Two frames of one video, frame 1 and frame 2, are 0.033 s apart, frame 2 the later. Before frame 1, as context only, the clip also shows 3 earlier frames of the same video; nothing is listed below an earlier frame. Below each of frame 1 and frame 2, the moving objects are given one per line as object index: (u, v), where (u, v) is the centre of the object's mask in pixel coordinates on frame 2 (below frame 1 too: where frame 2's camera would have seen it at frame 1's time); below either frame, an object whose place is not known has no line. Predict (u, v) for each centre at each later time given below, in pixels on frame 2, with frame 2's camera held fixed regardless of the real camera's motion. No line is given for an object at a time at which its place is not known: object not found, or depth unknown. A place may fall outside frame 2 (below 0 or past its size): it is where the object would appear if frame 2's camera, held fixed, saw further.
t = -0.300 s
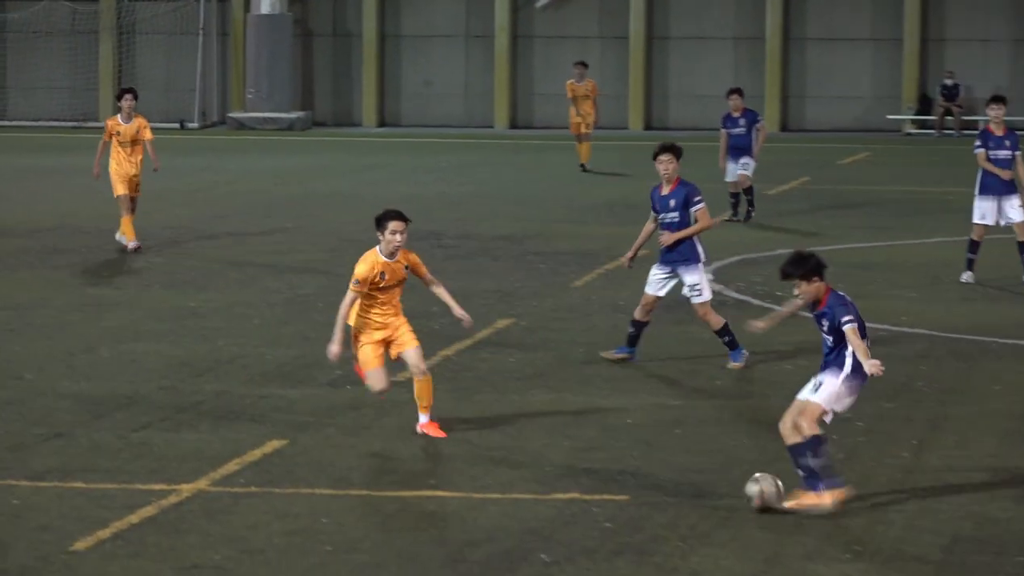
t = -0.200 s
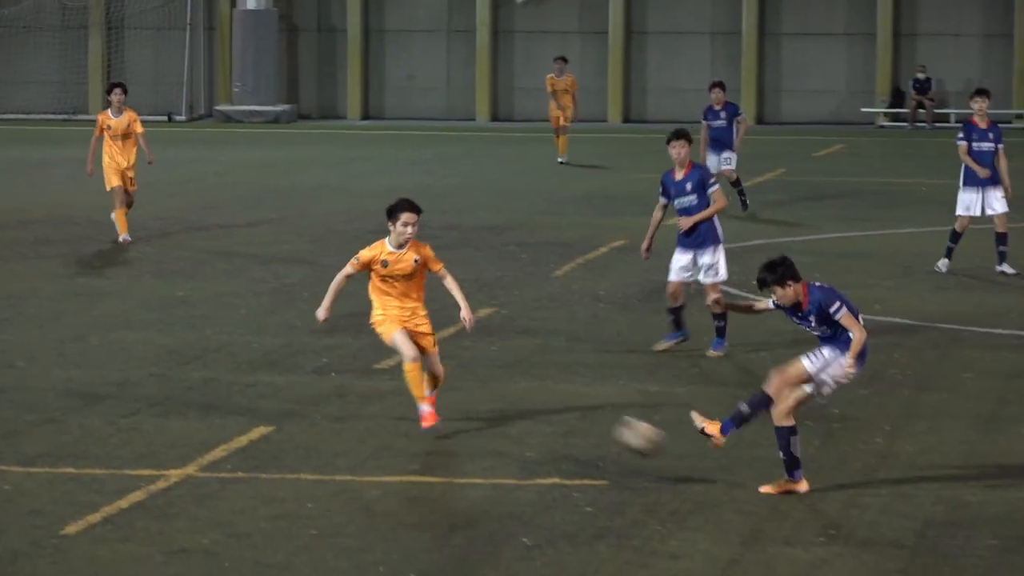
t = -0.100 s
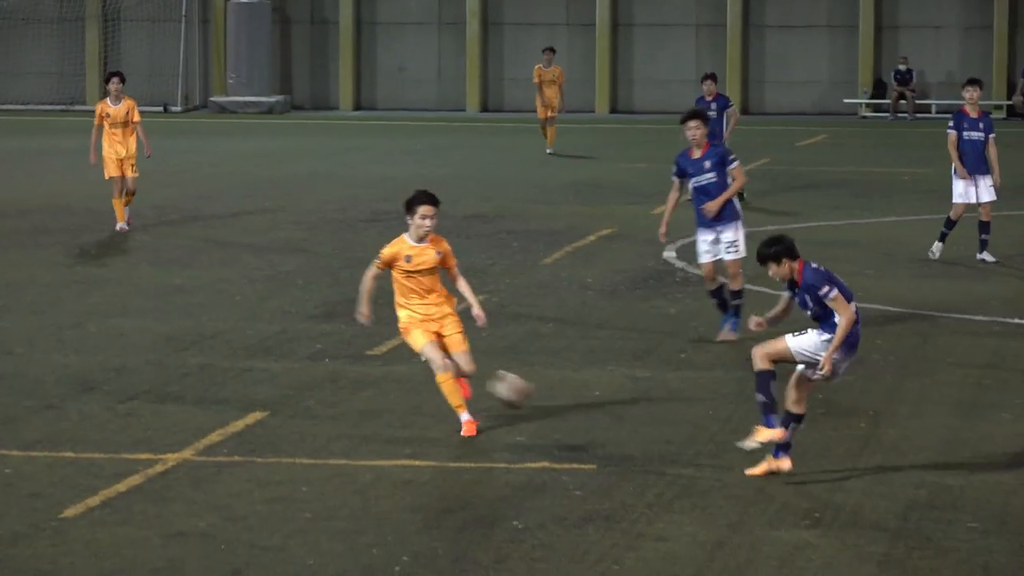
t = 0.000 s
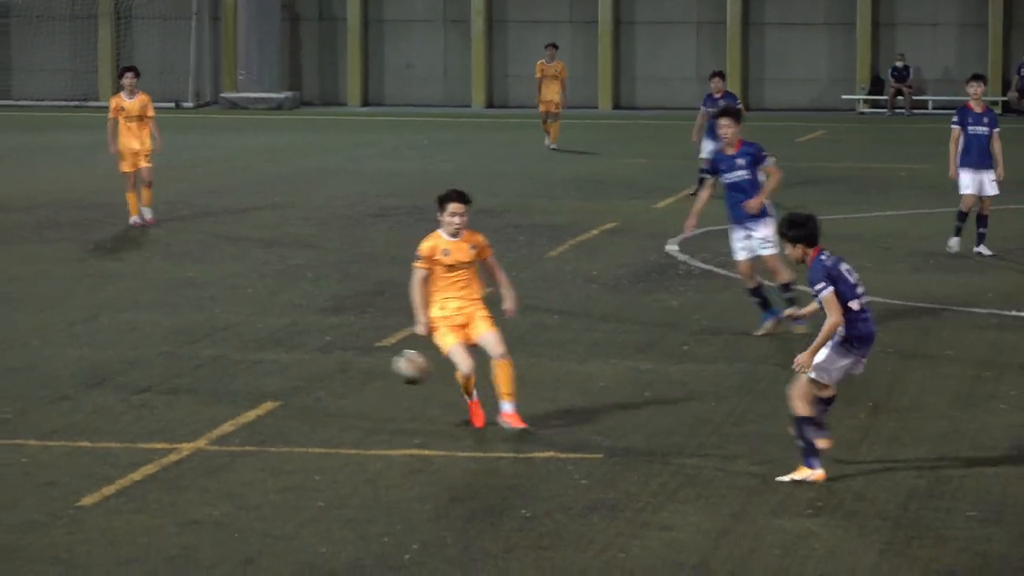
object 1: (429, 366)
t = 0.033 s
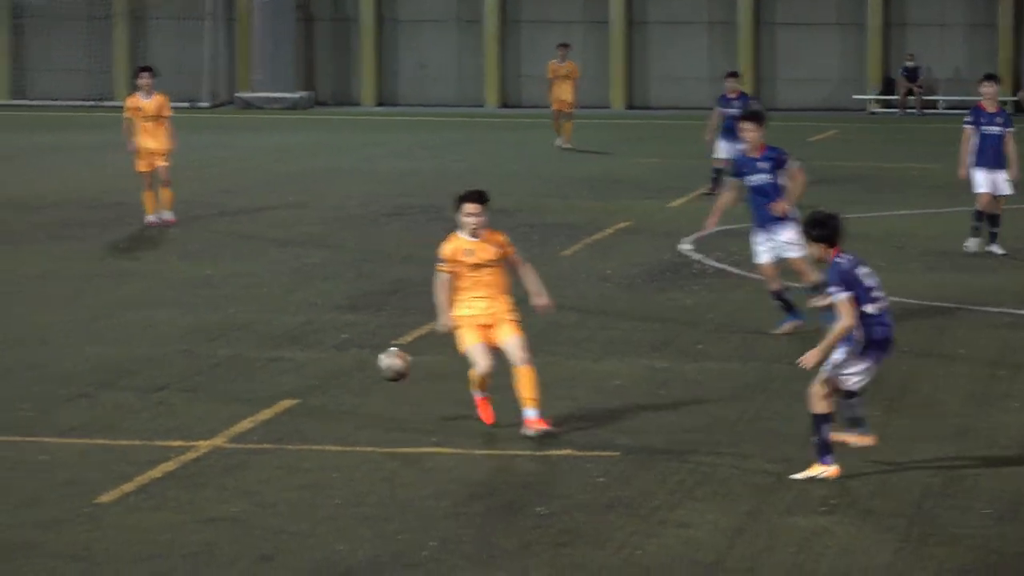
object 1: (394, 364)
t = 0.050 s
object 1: (377, 365)
